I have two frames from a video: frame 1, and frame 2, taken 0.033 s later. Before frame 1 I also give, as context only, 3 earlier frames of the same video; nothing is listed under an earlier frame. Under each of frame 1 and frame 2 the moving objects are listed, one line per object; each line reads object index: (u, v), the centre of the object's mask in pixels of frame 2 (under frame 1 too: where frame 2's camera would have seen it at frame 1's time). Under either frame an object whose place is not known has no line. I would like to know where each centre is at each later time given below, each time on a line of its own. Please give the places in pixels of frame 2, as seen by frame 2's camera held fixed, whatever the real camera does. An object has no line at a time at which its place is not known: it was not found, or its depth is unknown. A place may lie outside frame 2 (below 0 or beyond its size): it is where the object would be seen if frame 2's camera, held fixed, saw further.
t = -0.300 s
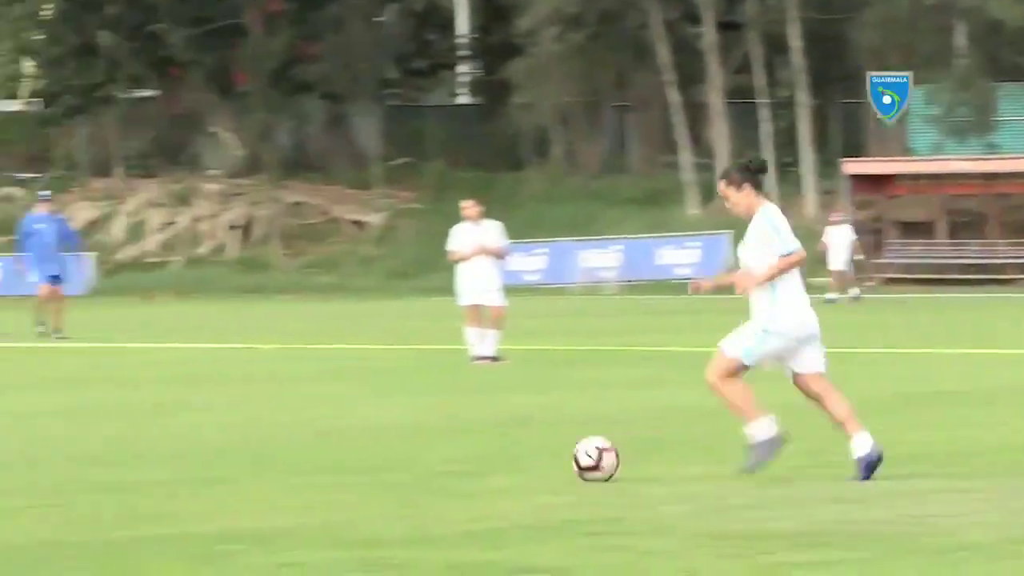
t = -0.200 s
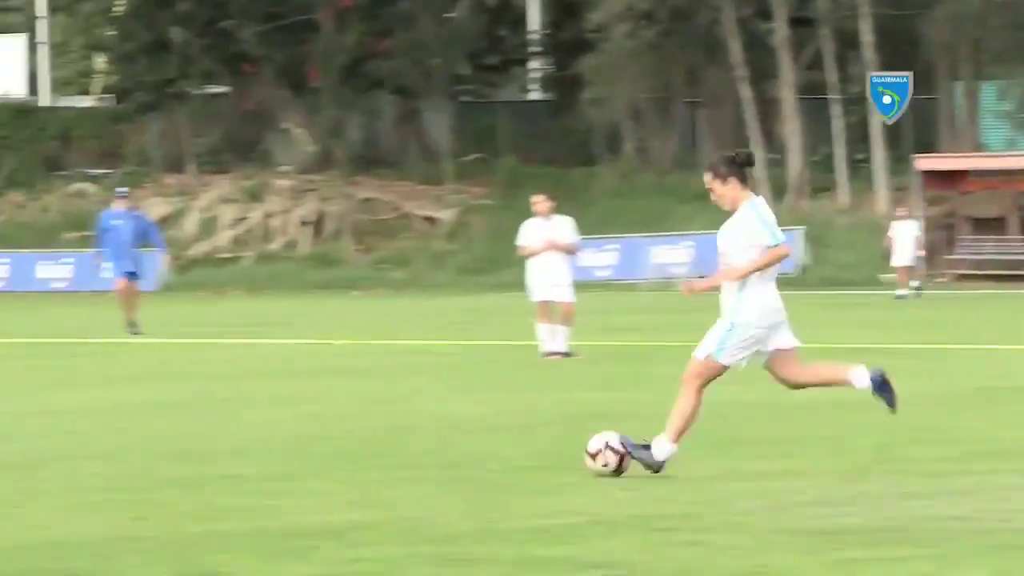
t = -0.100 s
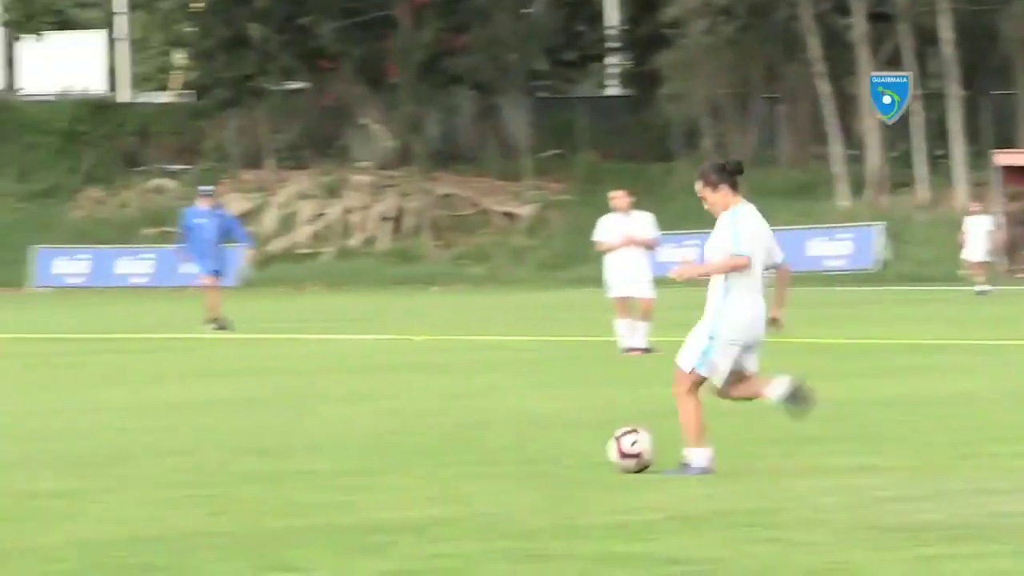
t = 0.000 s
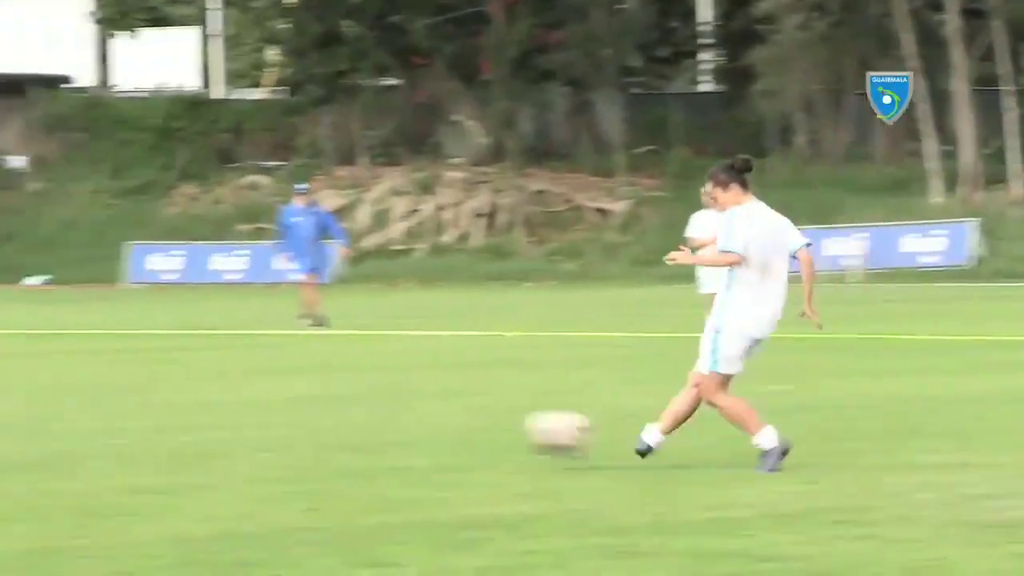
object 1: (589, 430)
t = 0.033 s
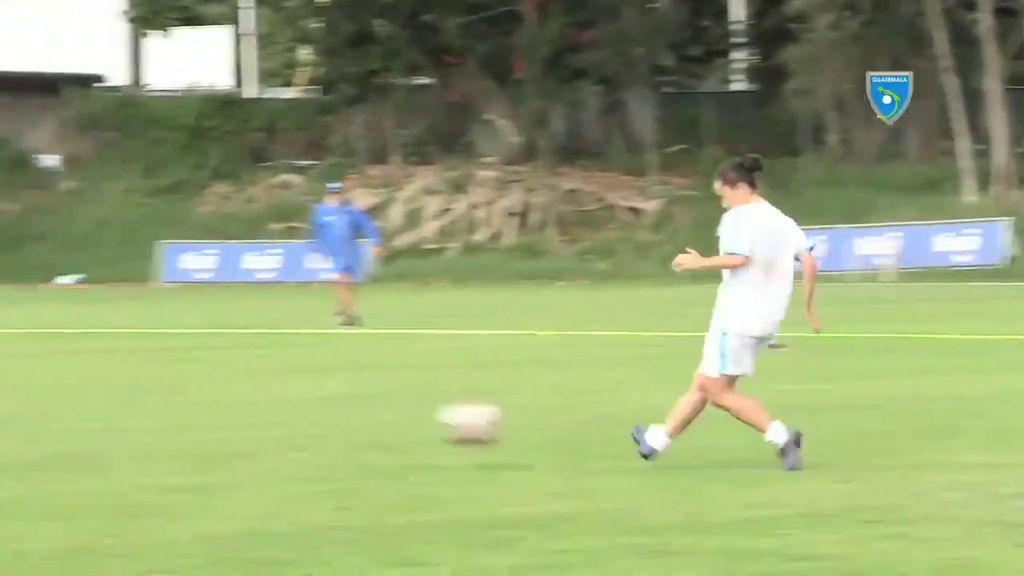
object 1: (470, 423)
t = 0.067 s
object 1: (349, 420)
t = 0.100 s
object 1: (234, 414)
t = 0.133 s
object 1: (125, 408)
